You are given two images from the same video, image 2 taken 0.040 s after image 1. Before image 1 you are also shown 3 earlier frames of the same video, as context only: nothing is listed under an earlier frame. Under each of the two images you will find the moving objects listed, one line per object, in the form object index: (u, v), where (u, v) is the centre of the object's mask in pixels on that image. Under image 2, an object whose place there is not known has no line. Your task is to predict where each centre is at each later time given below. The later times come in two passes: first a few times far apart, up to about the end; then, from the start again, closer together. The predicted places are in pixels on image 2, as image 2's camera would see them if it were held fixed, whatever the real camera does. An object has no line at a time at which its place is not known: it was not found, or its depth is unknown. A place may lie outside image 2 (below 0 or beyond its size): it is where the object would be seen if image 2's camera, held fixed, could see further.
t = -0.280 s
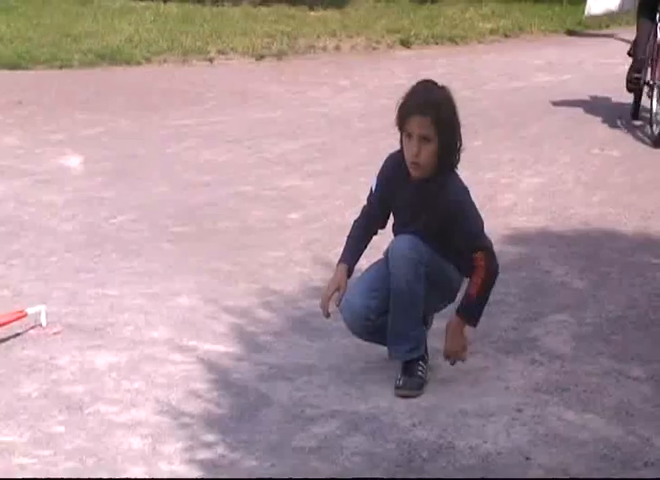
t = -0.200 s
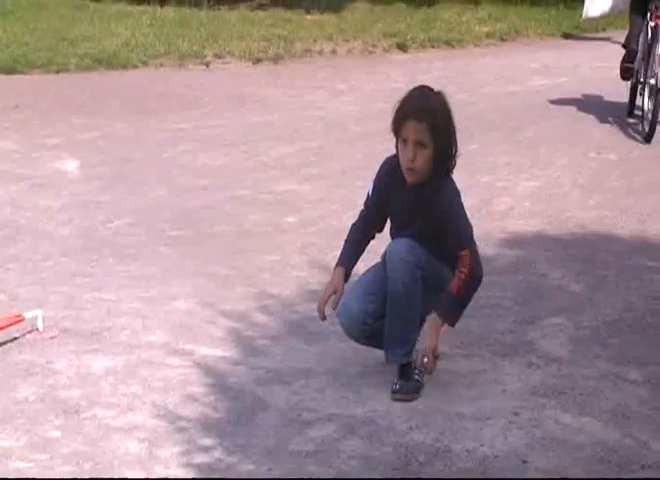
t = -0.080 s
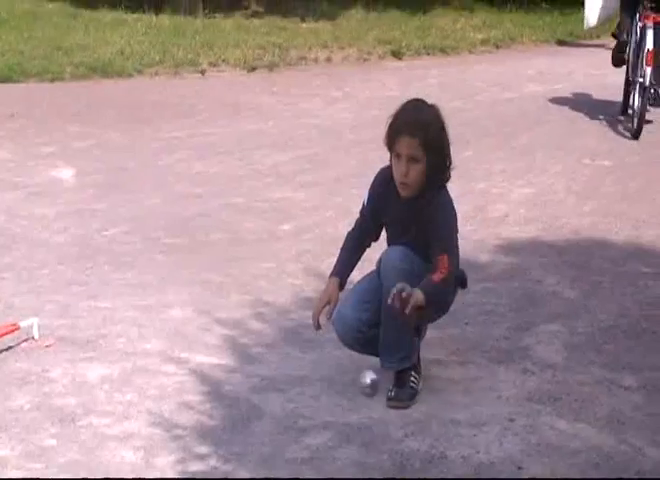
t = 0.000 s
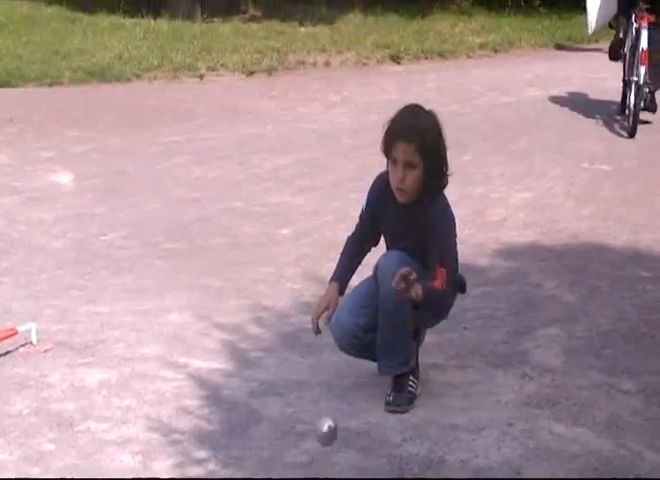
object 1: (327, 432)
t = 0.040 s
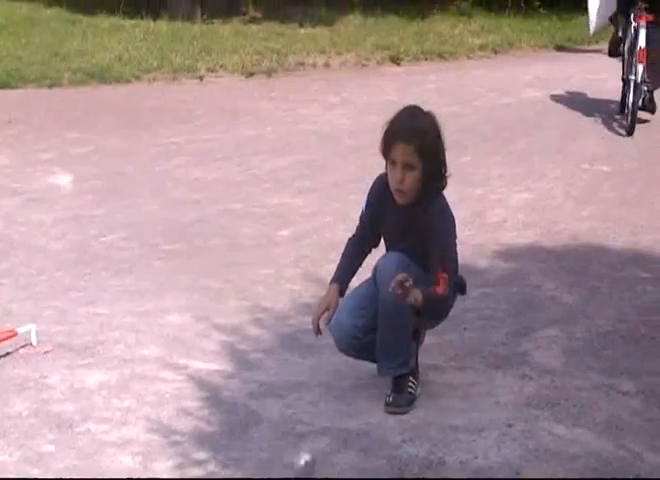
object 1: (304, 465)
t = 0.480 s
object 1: (72, 653)
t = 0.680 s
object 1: (-58, 727)
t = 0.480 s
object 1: (72, 653)
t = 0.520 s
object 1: (47, 668)
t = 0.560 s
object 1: (22, 680)
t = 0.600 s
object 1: (-5, 699)
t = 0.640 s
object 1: (-30, 711)
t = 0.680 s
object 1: (-58, 727)
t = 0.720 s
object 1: (-88, 747)
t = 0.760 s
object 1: (-117, 762)
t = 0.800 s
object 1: (-149, 782)
